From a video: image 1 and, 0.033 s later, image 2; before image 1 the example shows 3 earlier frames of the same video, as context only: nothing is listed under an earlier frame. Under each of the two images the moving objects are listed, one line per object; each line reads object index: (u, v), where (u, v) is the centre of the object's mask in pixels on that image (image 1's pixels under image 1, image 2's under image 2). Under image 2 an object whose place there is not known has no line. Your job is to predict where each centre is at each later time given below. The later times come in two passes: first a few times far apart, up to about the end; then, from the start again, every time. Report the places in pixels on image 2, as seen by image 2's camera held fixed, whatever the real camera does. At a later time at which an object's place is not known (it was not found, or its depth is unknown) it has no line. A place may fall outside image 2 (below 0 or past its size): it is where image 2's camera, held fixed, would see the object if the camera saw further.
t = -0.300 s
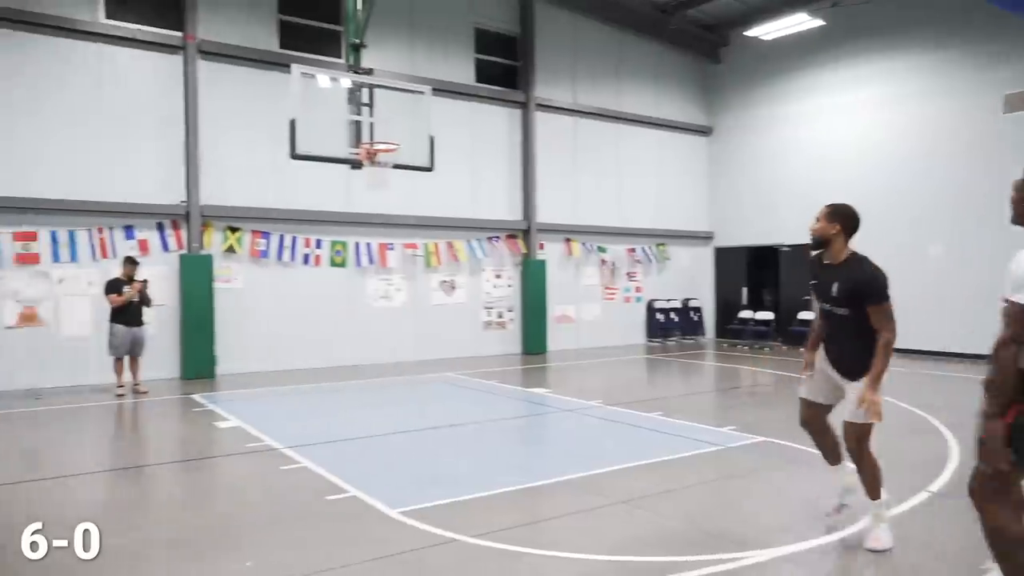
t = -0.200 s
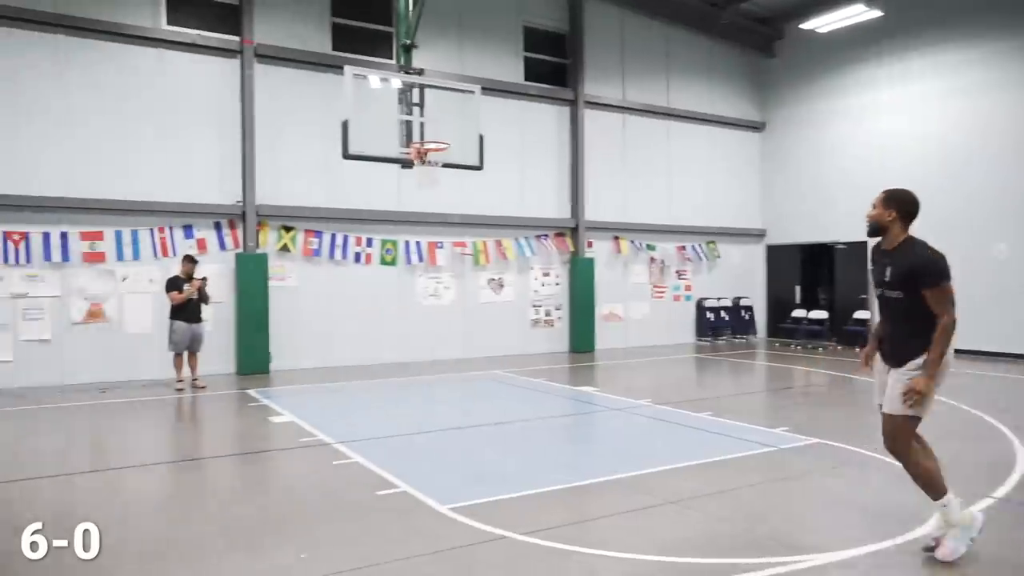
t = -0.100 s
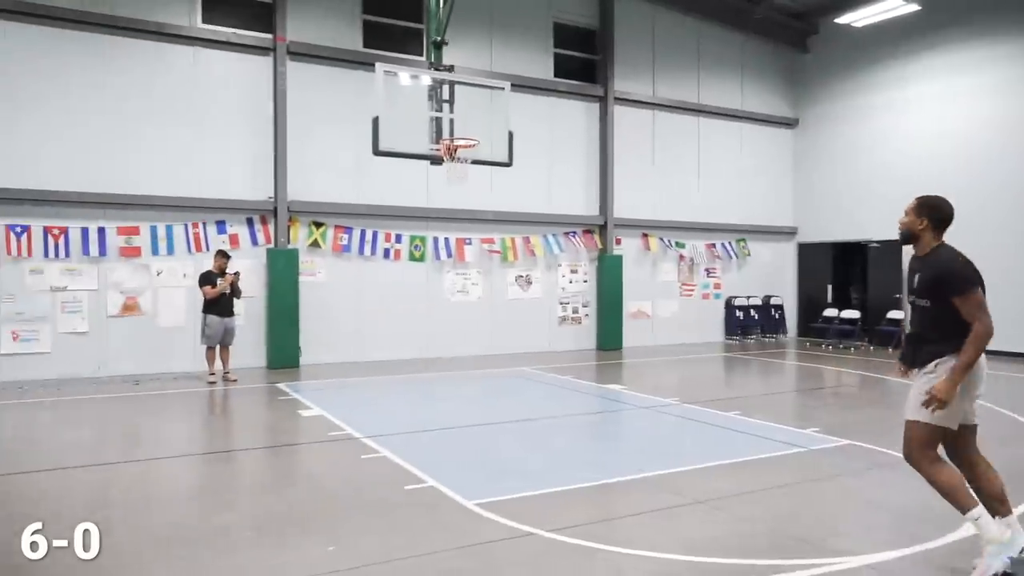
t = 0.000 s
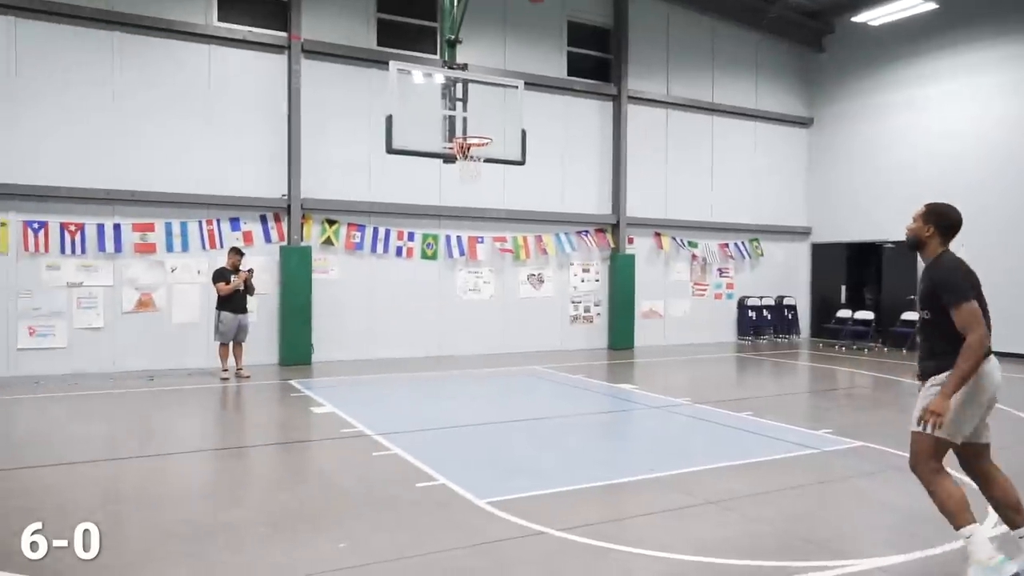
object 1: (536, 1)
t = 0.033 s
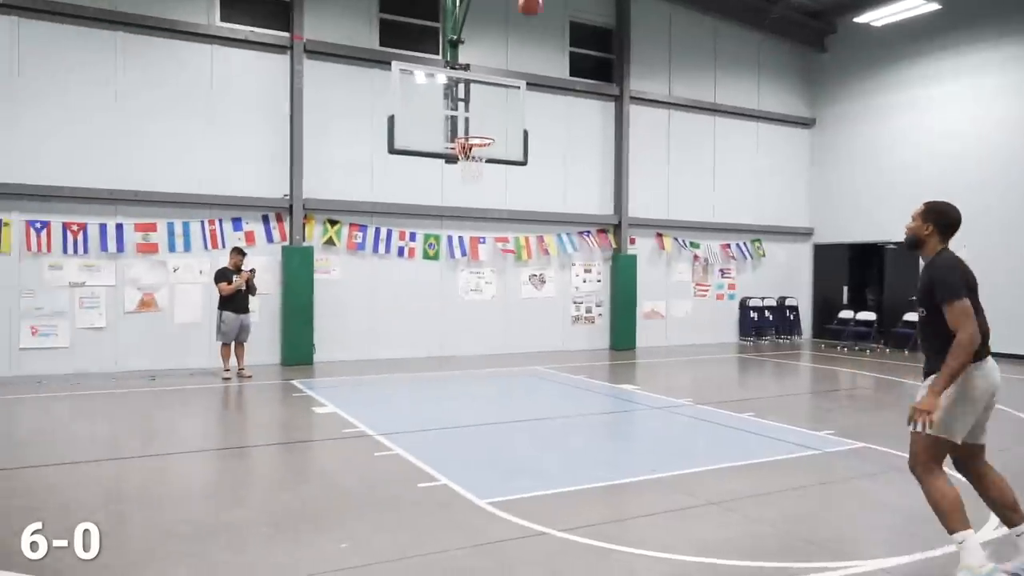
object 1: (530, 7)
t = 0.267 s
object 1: (483, 109)
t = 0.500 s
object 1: (465, 184)
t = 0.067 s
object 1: (522, 18)
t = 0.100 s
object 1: (515, 33)
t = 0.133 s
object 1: (508, 47)
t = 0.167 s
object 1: (502, 64)
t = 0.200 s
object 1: (495, 79)
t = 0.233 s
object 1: (488, 94)
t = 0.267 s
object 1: (483, 109)
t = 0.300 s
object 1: (478, 126)
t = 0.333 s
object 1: (467, 145)
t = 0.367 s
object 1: (467, 154)
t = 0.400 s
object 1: (468, 167)
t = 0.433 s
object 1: (466, 171)
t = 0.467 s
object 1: (466, 177)
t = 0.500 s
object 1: (465, 184)
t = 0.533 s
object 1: (465, 193)
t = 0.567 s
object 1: (465, 202)
